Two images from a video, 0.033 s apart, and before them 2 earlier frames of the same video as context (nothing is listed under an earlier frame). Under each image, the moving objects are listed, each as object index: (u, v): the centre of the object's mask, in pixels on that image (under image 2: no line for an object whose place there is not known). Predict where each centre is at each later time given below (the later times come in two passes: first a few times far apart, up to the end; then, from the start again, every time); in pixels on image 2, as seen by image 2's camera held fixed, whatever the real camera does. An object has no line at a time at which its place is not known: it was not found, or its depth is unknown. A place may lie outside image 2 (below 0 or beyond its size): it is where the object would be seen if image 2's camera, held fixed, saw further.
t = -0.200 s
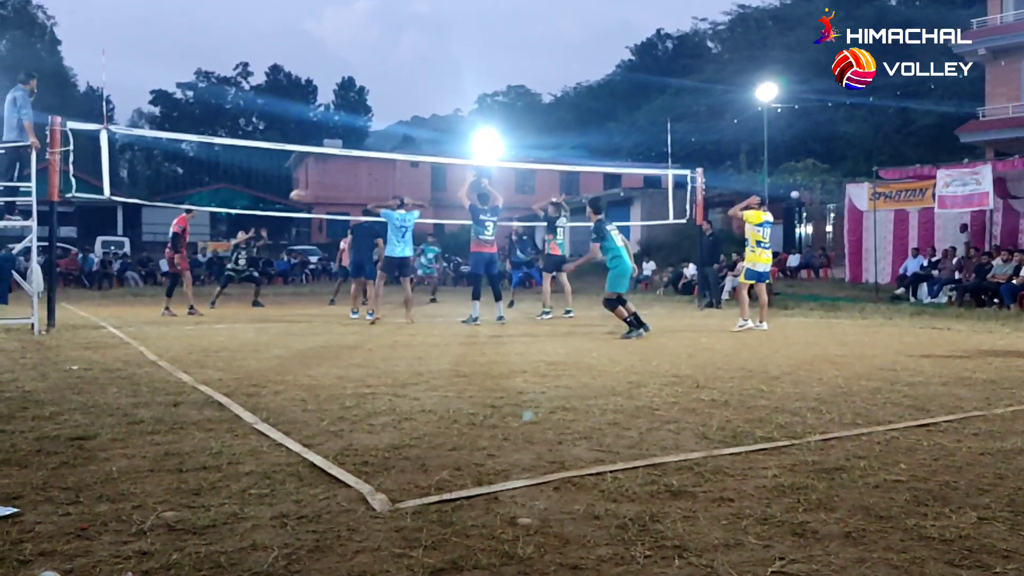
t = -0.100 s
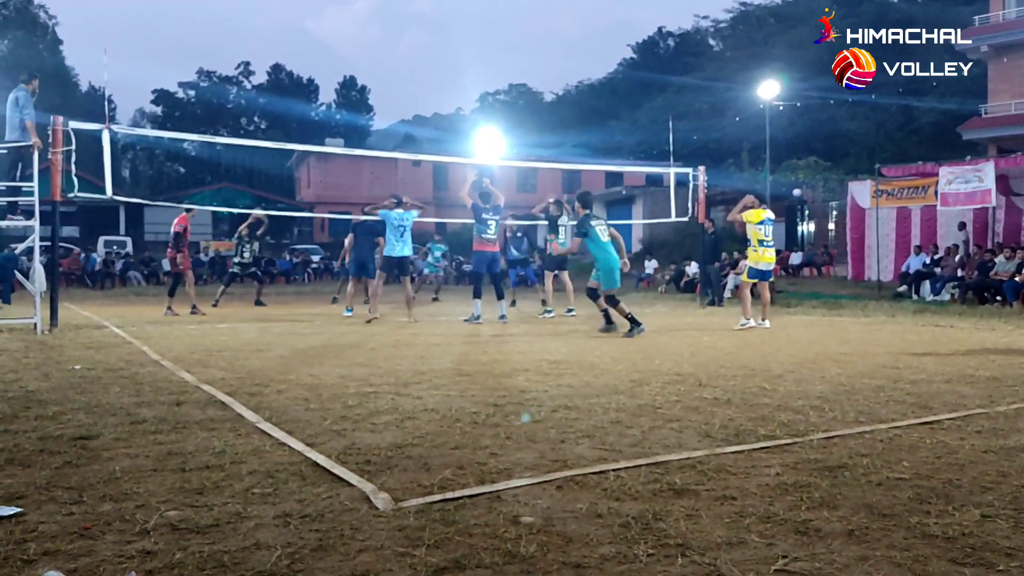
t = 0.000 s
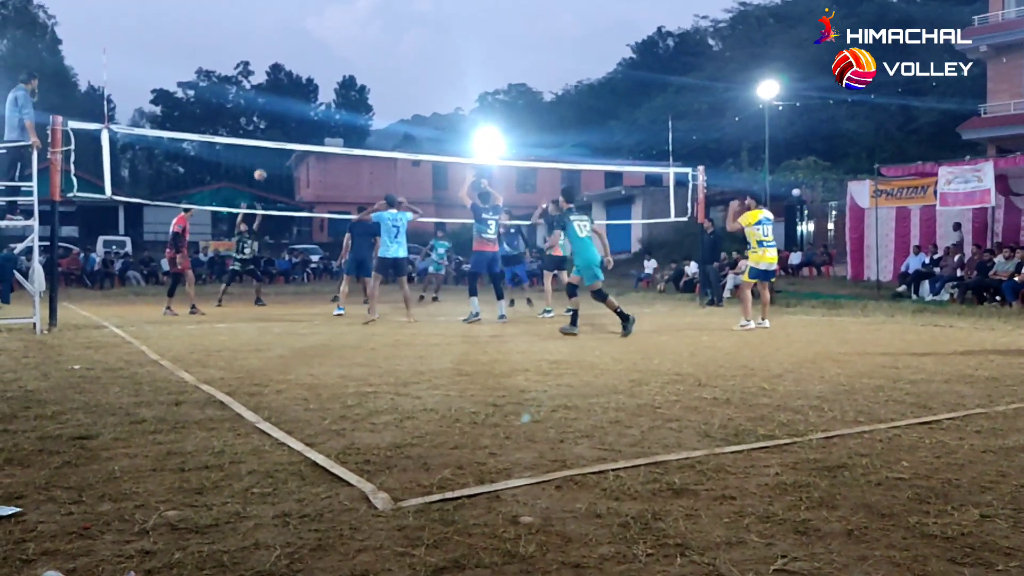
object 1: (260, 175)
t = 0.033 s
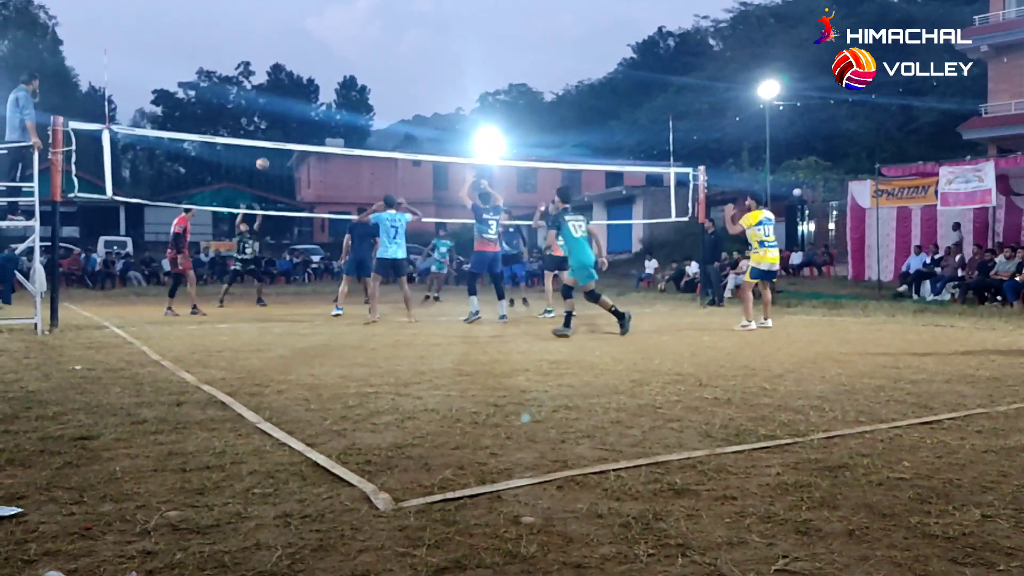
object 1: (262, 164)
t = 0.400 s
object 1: (276, 67)
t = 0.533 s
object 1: (279, 50)
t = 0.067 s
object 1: (263, 153)
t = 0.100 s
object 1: (265, 138)
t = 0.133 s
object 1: (265, 130)
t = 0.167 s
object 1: (266, 122)
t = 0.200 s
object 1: (267, 112)
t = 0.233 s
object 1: (268, 103)
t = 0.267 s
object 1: (270, 95)
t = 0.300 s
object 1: (271, 87)
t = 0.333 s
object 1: (272, 80)
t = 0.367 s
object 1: (273, 74)
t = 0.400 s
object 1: (276, 67)
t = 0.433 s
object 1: (276, 63)
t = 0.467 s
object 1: (277, 57)
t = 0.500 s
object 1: (278, 52)
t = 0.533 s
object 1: (279, 50)
